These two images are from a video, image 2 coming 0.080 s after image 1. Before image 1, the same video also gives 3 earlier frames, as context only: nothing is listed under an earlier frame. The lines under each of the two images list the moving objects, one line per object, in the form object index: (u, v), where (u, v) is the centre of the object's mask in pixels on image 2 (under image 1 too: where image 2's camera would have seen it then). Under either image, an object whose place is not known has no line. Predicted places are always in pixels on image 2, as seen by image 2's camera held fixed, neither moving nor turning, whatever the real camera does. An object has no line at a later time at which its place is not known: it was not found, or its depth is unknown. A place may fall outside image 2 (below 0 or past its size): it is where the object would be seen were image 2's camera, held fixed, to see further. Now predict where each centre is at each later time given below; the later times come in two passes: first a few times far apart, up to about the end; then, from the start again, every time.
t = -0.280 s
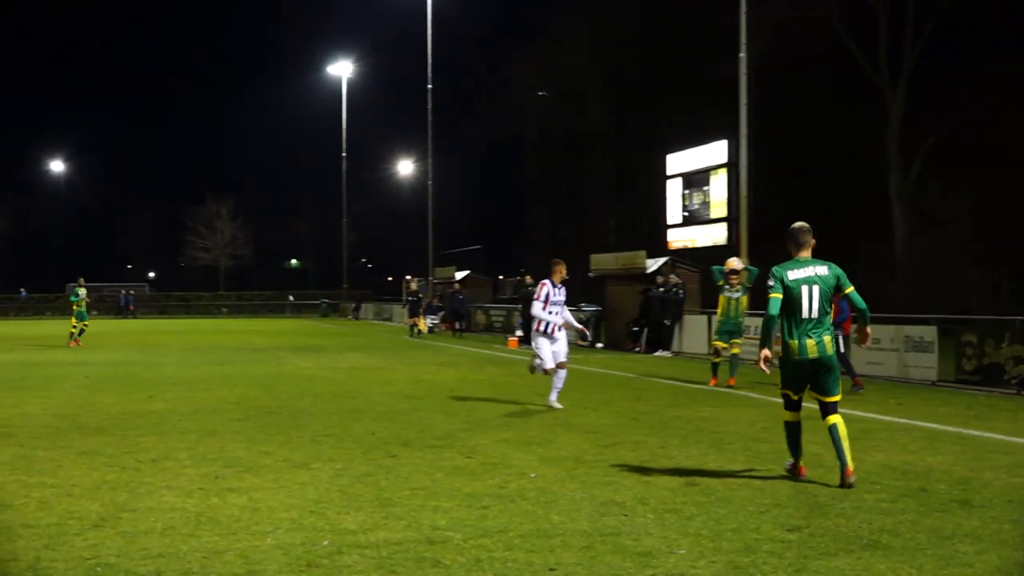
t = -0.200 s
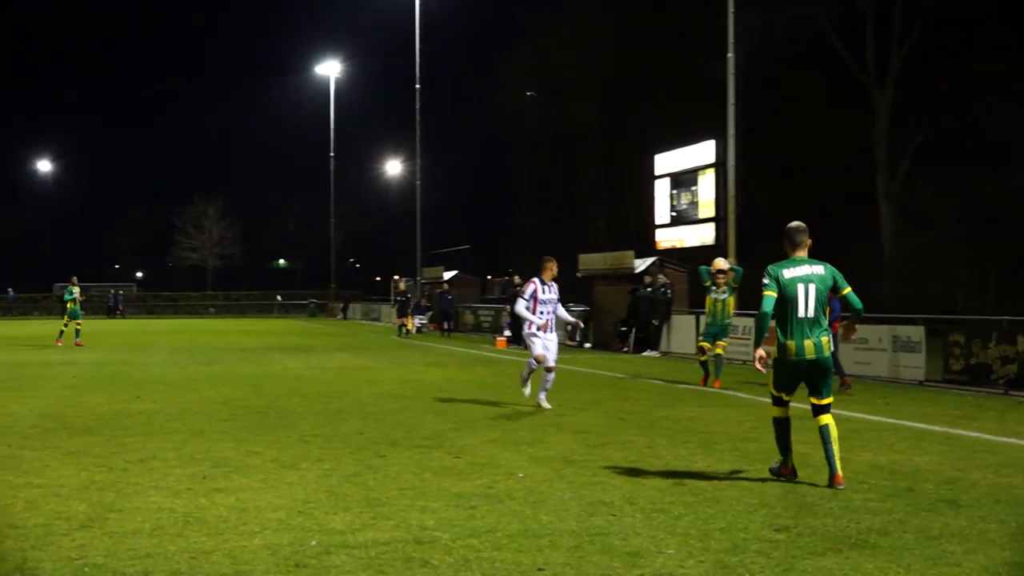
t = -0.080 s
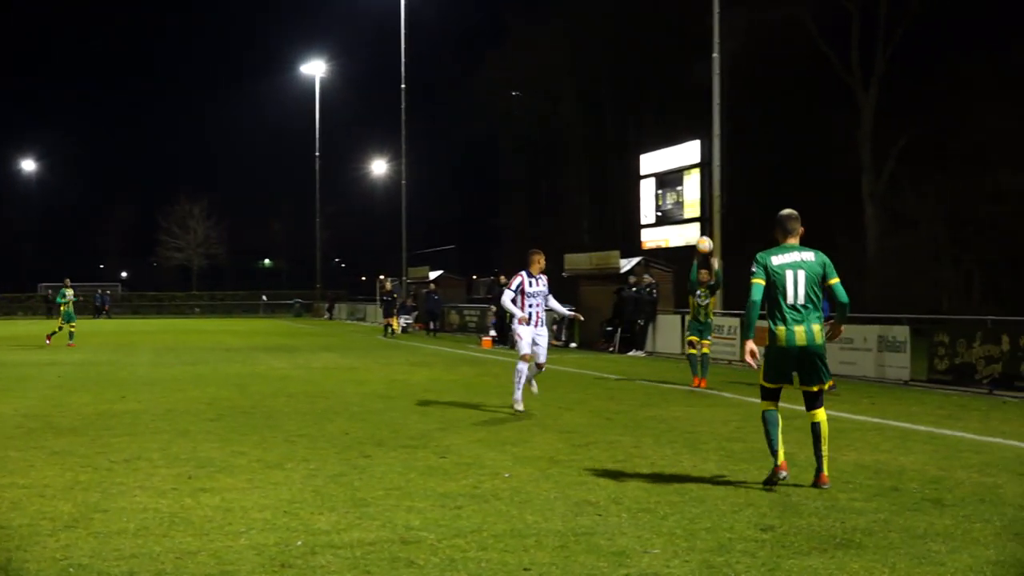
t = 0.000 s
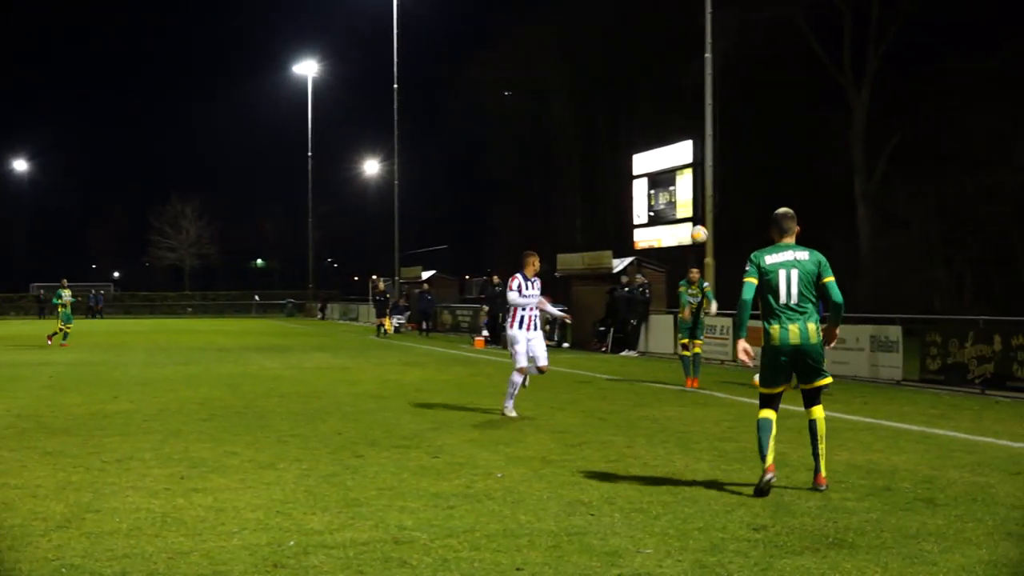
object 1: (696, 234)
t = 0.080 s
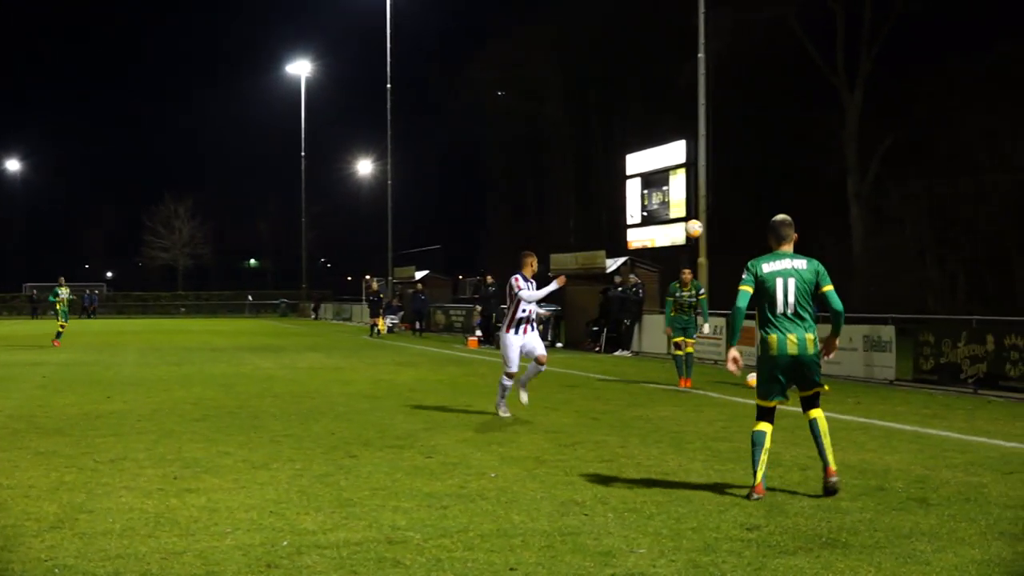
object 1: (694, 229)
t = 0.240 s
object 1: (694, 237)
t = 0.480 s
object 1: (702, 307)
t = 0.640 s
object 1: (712, 426)
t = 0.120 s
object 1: (693, 228)
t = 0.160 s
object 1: (692, 229)
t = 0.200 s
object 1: (692, 232)
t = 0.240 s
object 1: (694, 237)
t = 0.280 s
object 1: (695, 243)
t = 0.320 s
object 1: (697, 252)
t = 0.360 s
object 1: (699, 263)
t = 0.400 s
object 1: (701, 276)
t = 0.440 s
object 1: (702, 294)
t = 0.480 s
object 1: (702, 307)
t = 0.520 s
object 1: (705, 334)
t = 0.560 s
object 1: (706, 360)
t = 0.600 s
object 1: (709, 391)
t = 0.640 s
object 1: (712, 426)
